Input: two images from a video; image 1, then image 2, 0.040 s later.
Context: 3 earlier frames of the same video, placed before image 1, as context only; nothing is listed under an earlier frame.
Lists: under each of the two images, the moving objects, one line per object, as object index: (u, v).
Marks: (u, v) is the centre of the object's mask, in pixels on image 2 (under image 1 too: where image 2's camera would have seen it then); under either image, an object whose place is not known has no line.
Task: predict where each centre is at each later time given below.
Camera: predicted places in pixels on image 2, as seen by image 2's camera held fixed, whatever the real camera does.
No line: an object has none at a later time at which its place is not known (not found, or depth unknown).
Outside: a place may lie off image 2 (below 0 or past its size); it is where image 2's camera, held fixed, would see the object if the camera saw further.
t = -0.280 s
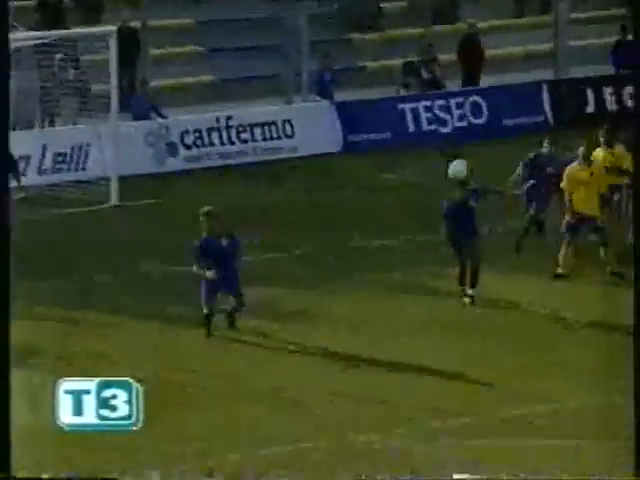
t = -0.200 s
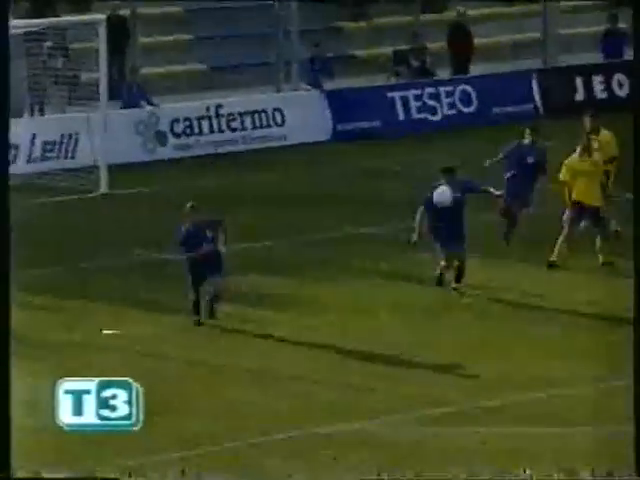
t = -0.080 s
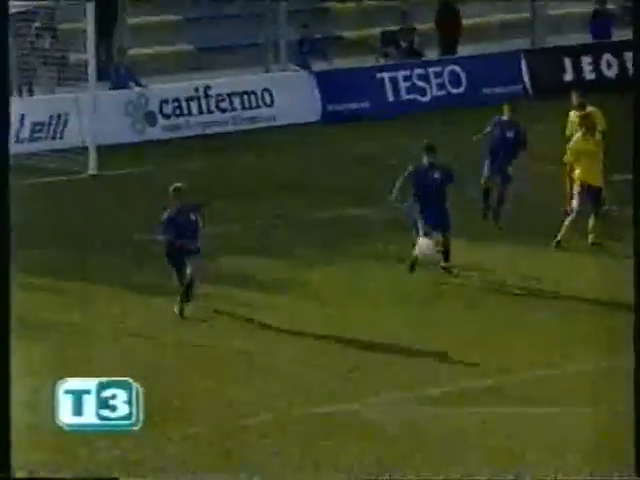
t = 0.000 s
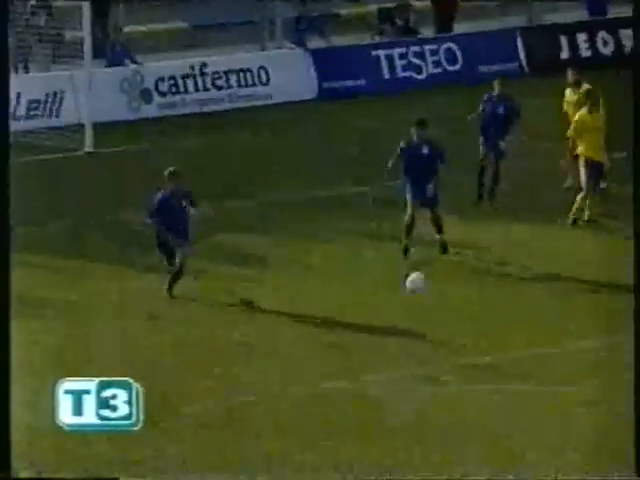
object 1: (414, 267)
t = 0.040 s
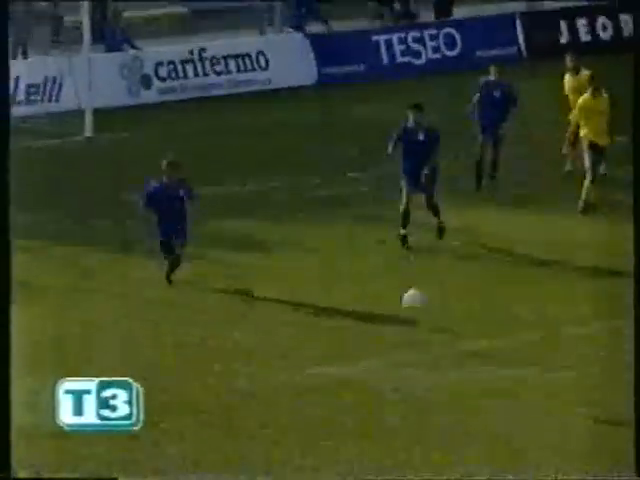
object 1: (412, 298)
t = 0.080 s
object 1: (411, 334)
